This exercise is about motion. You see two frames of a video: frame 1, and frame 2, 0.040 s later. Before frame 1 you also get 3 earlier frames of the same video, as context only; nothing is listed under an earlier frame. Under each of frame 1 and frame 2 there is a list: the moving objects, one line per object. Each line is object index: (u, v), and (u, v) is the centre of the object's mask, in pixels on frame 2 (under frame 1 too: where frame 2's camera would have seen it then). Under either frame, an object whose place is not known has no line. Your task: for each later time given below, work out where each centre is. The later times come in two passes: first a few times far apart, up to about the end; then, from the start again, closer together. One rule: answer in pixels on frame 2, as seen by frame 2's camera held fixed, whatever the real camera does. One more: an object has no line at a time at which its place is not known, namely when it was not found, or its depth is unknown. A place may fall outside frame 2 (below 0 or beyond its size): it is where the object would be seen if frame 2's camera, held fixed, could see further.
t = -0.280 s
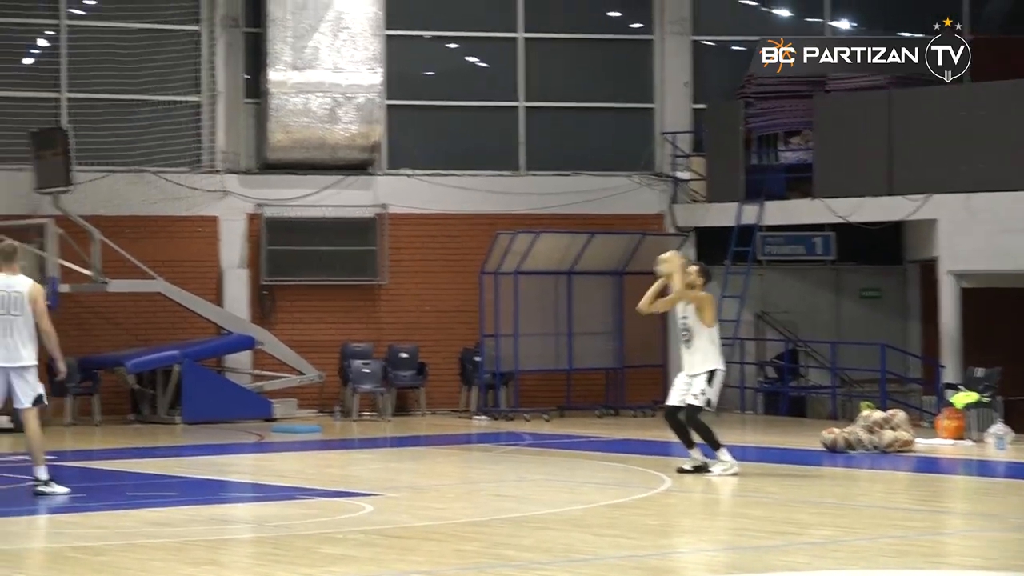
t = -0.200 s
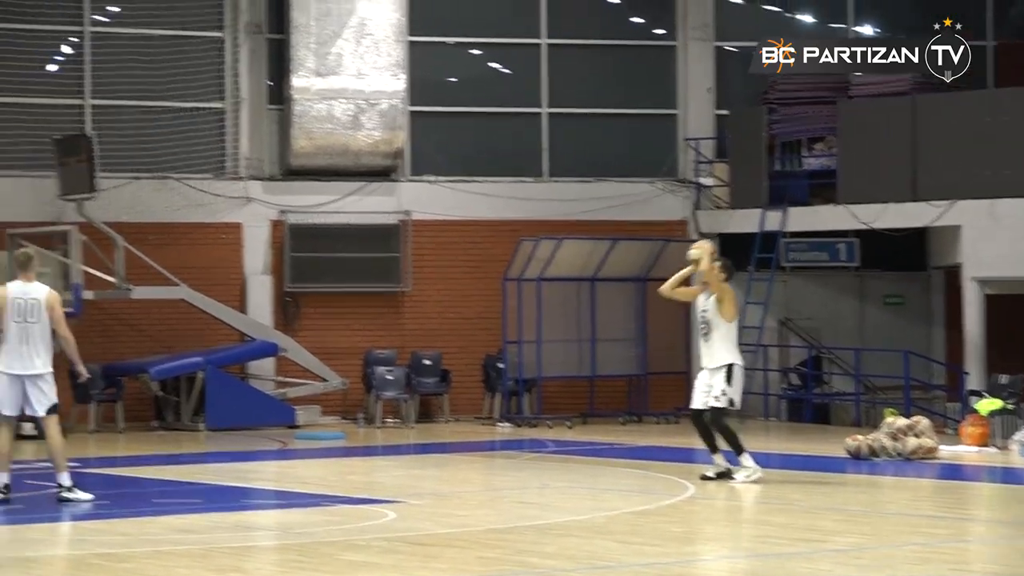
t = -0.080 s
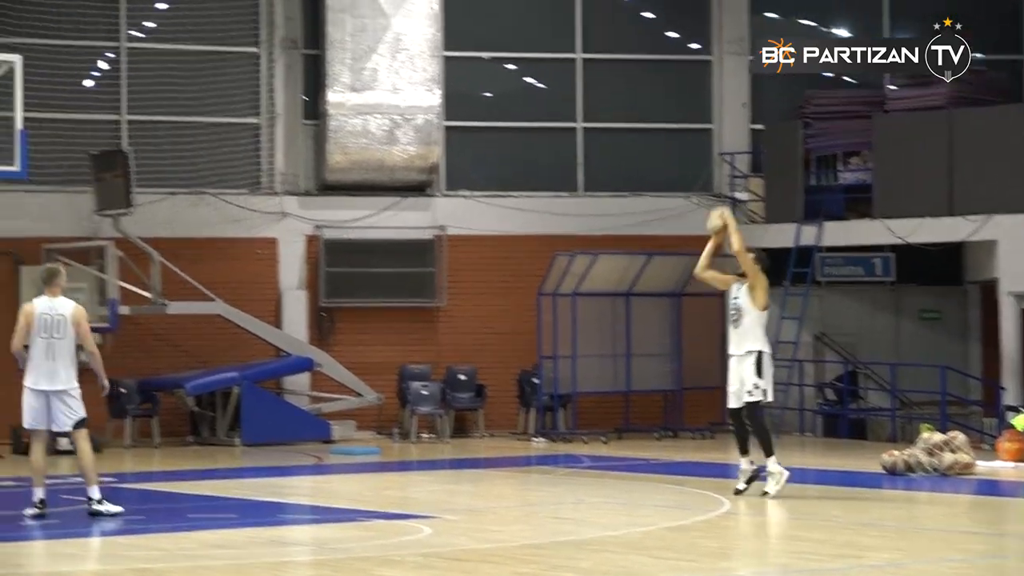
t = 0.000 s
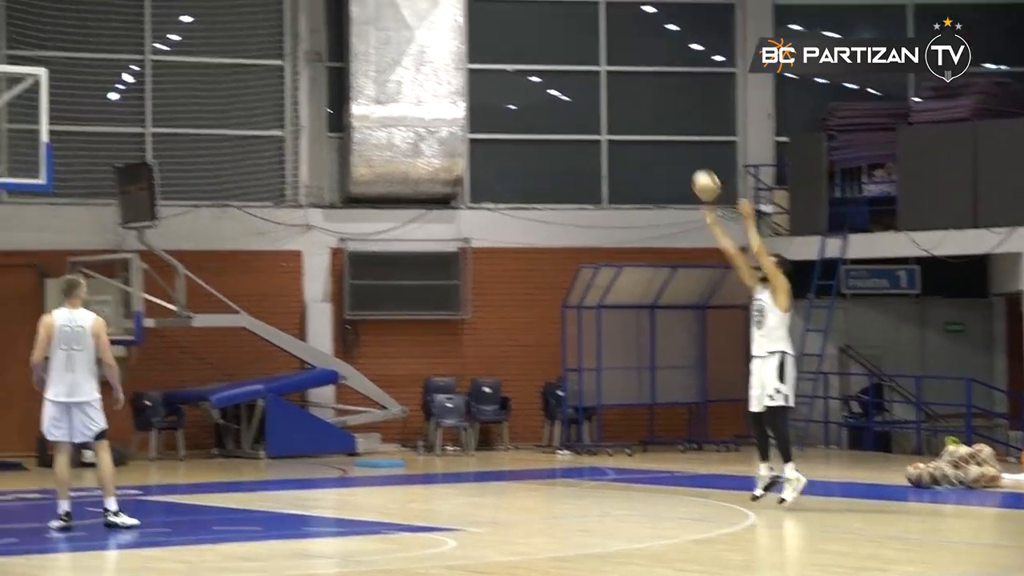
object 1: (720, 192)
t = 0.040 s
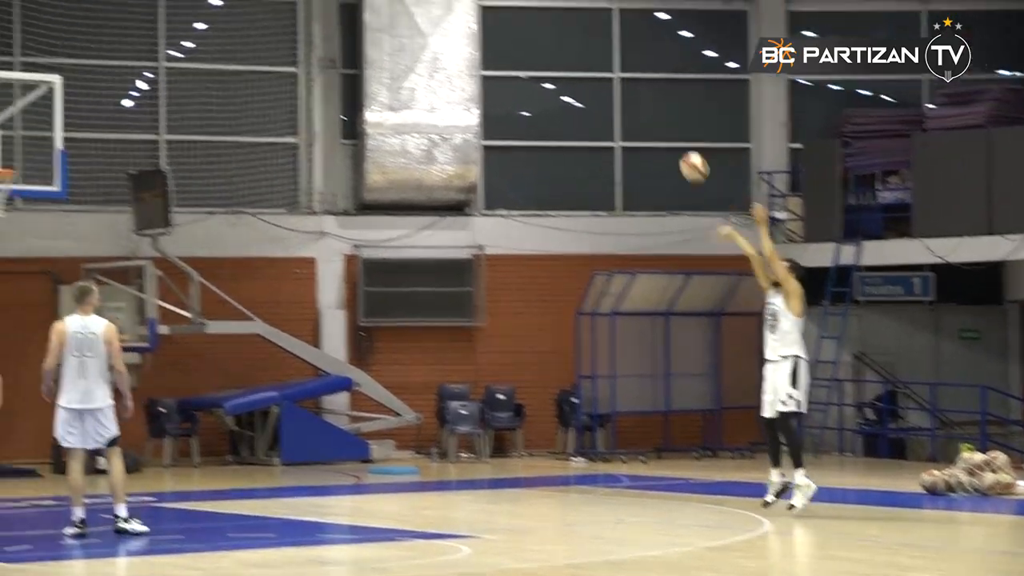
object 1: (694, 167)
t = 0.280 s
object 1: (539, 54)
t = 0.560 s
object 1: (359, -5)
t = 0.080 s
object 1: (667, 144)
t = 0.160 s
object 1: (616, 103)
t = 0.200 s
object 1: (590, 85)
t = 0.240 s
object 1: (564, 68)
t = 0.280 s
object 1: (539, 54)
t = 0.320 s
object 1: (513, 40)
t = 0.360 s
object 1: (489, 29)
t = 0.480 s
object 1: (412, 4)
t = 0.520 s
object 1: (387, -1)
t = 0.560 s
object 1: (359, -5)
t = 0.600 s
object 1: (335, -7)
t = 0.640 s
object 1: (309, -8)
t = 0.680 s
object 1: (284, -5)
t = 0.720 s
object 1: (259, -1)
